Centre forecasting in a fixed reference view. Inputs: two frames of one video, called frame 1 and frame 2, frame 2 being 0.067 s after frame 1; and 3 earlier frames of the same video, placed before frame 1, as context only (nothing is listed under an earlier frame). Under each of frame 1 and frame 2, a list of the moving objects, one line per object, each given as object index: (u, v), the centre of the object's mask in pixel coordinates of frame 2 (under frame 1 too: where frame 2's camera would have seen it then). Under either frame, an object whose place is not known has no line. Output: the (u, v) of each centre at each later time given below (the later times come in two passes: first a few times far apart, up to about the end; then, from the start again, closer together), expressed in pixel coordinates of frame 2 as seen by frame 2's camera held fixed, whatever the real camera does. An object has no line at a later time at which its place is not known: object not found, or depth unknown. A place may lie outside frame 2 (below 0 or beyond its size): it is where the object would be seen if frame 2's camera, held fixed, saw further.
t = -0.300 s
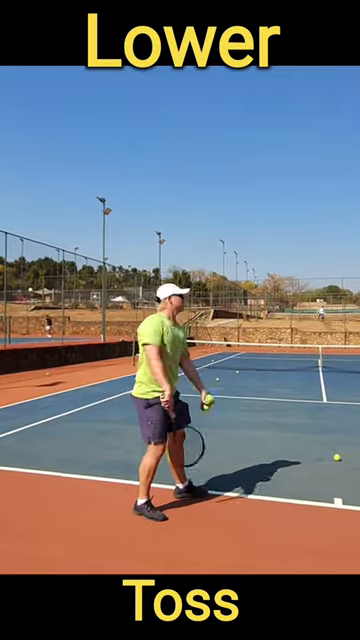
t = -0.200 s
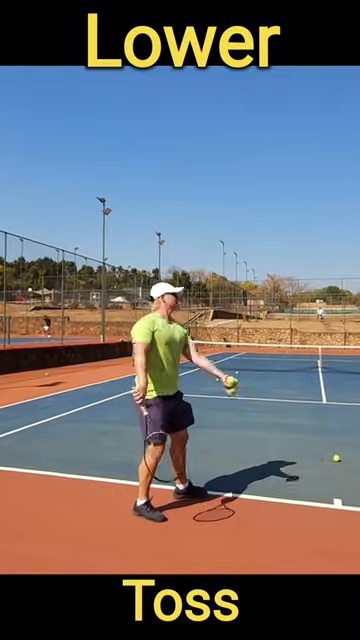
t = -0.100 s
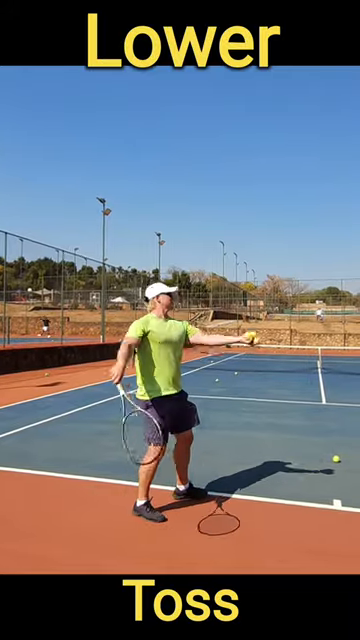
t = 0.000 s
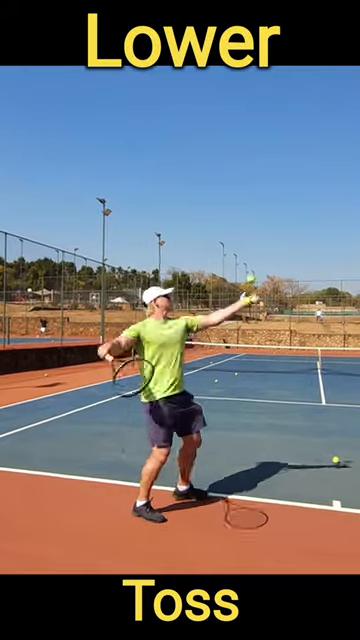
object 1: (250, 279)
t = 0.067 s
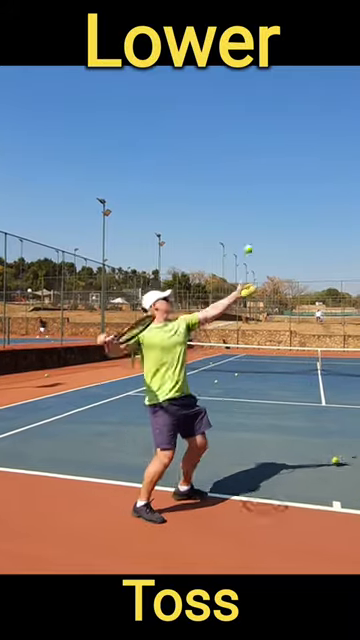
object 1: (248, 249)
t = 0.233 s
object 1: (243, 197)
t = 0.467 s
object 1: (235, 181)
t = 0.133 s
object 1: (246, 224)
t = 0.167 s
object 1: (245, 213)
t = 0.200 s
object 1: (243, 204)
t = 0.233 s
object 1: (243, 197)
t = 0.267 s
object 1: (242, 191)
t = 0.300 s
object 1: (241, 185)
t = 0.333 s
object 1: (240, 182)
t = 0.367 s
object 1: (239, 180)
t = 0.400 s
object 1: (238, 179)
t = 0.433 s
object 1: (237, 179)
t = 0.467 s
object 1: (235, 181)
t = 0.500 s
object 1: (234, 183)
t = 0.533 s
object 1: (233, 188)
